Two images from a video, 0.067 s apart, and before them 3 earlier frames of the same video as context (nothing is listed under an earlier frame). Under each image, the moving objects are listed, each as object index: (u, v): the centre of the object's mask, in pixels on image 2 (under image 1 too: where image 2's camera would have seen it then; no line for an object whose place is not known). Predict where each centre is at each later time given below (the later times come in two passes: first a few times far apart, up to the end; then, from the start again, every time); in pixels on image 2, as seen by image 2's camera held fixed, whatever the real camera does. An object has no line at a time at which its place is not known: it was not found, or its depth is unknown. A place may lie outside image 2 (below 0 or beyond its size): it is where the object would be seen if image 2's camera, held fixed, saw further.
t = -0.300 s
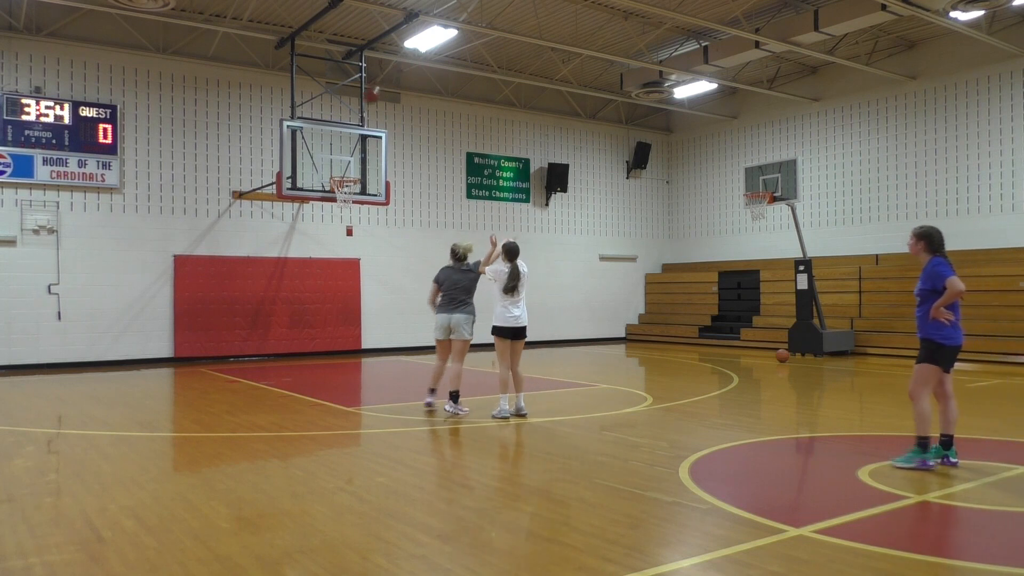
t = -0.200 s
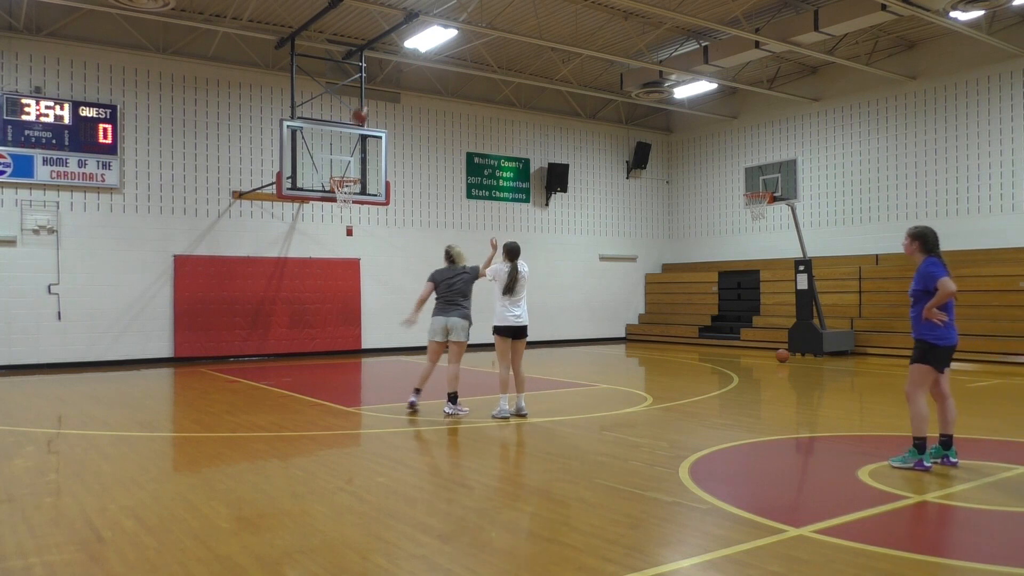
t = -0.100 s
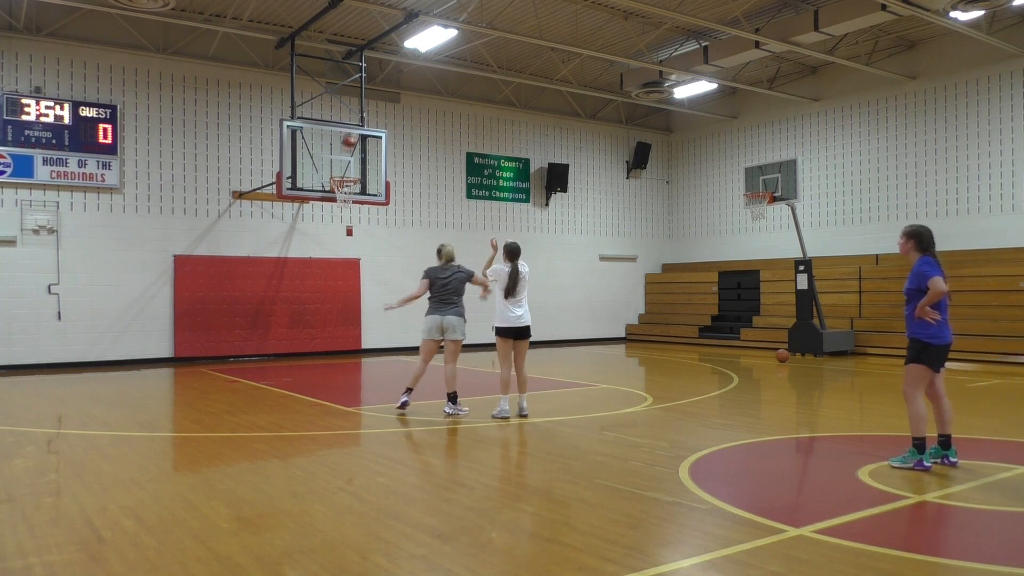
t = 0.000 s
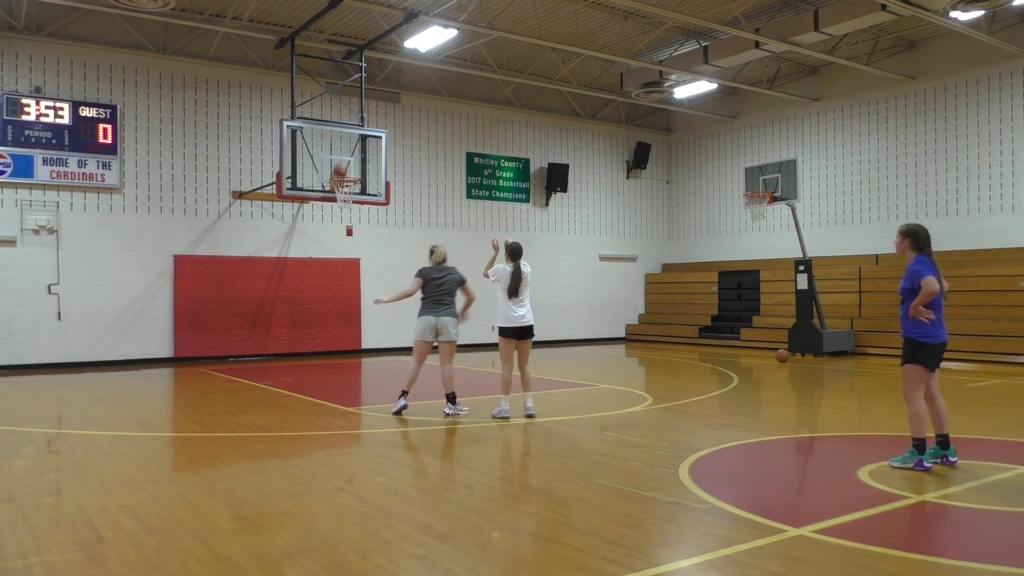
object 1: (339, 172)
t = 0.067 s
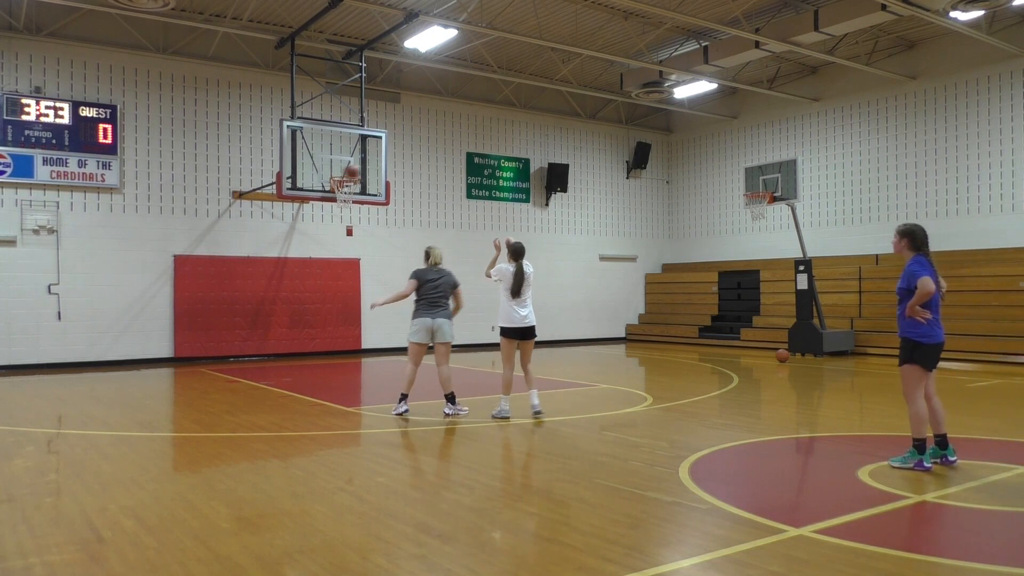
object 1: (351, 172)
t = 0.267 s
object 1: (381, 156)
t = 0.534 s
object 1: (420, 170)
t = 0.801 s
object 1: (461, 233)
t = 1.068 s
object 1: (502, 350)
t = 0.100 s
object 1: (358, 169)
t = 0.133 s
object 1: (362, 165)
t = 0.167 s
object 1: (367, 162)
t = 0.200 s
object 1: (372, 159)
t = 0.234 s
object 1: (376, 157)
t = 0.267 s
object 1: (381, 156)
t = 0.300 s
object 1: (386, 155)
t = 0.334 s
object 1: (391, 155)
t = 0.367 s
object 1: (395, 156)
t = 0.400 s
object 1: (400, 157)
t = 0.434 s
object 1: (405, 159)
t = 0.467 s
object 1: (410, 162)
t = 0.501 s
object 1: (415, 166)
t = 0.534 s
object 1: (420, 170)
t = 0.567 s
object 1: (425, 175)
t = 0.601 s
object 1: (429, 181)
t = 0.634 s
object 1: (435, 188)
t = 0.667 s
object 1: (440, 195)
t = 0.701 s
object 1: (445, 204)
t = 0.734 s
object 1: (450, 213)
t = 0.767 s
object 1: (456, 223)
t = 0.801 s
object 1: (461, 233)
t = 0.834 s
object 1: (466, 245)
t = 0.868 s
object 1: (471, 258)
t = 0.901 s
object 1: (476, 271)
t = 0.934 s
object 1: (481, 285)
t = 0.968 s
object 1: (487, 300)
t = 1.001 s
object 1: (492, 316)
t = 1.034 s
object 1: (497, 332)
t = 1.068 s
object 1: (502, 350)
